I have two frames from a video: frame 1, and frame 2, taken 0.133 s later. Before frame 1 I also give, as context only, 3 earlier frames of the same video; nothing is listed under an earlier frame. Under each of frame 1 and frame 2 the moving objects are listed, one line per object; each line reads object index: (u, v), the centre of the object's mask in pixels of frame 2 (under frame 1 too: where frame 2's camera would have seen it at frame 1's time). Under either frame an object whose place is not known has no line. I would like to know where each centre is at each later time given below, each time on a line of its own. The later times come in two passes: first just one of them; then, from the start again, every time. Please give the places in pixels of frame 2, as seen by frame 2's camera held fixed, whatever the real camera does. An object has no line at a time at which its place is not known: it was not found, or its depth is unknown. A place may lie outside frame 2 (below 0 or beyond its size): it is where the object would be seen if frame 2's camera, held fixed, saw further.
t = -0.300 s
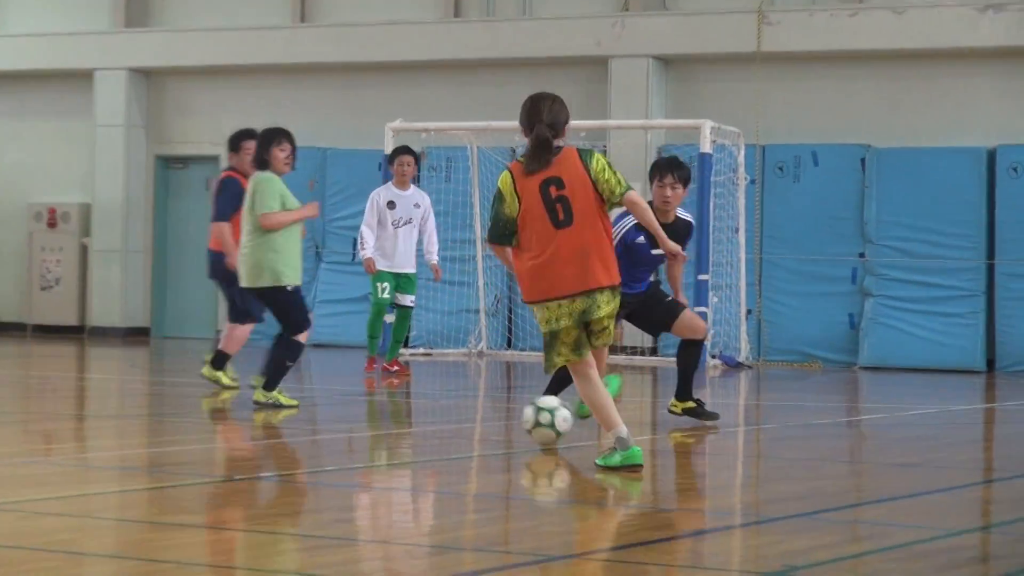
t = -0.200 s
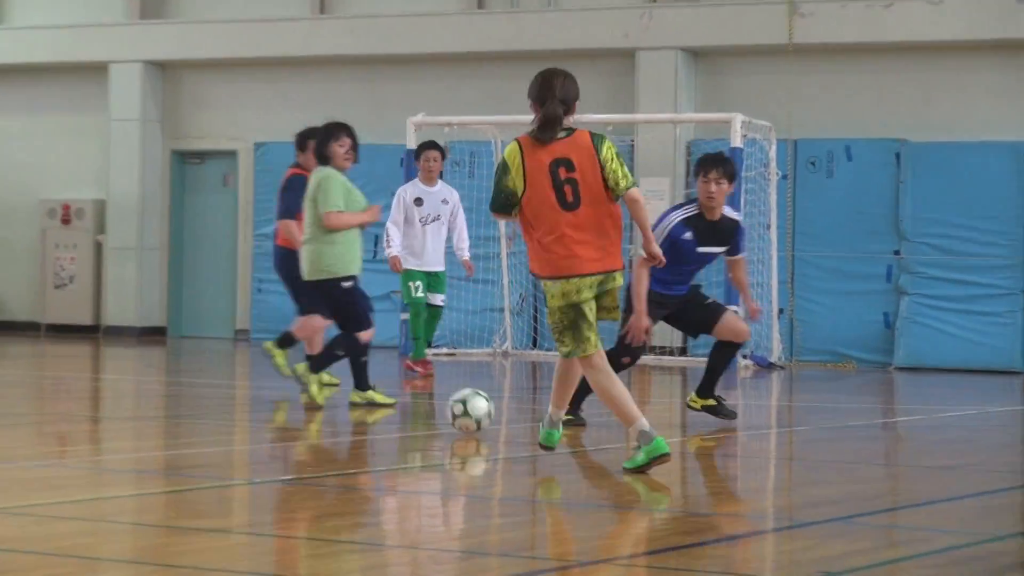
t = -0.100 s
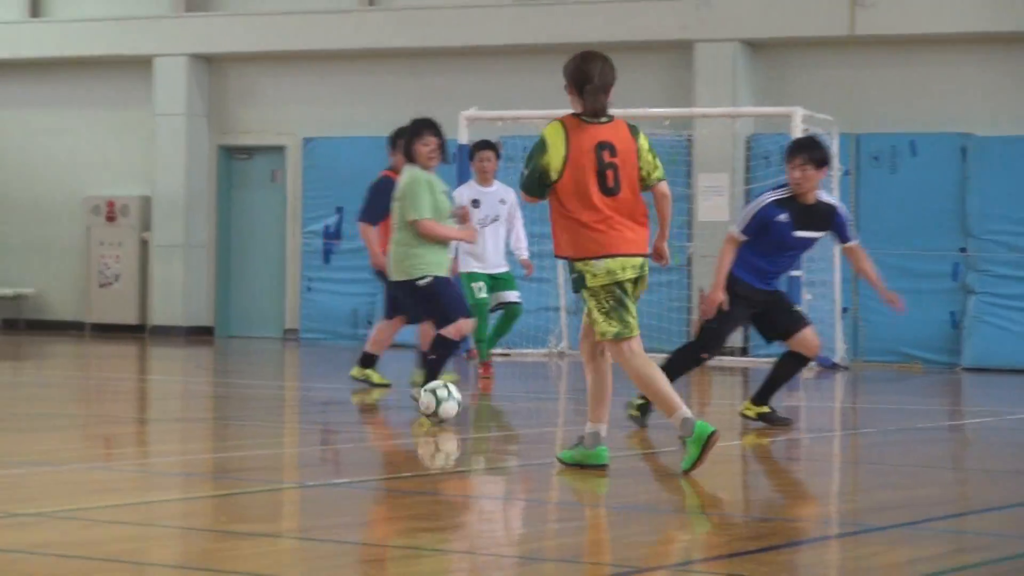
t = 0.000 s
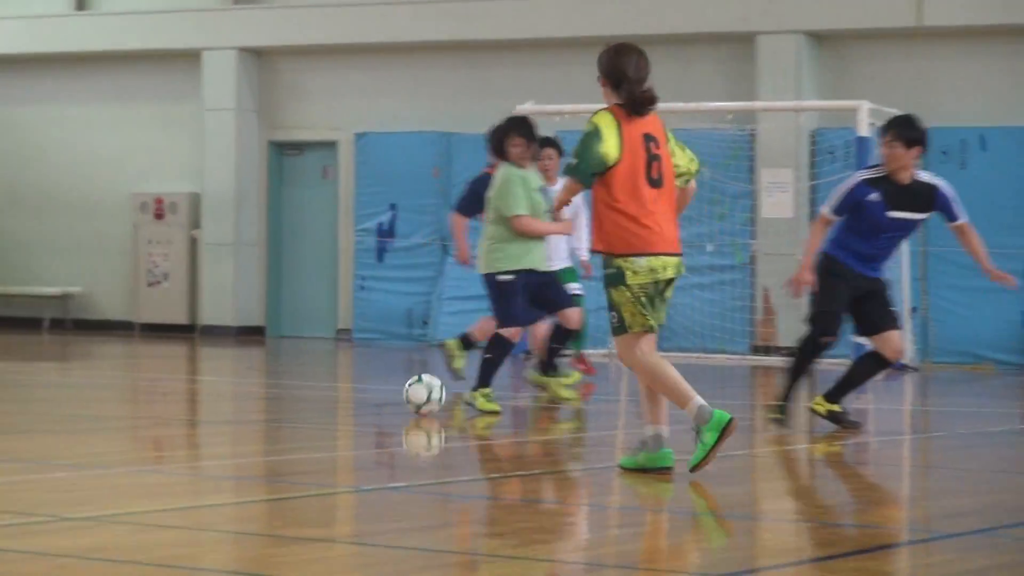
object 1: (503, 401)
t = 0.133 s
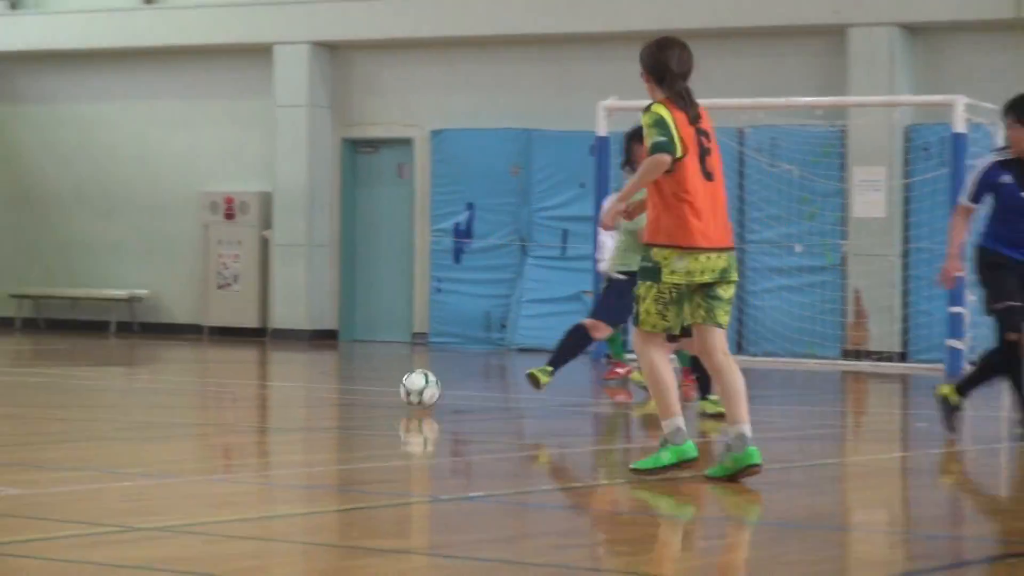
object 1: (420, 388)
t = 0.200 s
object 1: (385, 384)
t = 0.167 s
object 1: (402, 387)
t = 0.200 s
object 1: (385, 384)
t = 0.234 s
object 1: (369, 382)
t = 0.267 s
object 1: (353, 381)
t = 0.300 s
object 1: (338, 379)
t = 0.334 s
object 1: (324, 377)
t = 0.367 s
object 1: (311, 376)
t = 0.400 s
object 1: (297, 373)
